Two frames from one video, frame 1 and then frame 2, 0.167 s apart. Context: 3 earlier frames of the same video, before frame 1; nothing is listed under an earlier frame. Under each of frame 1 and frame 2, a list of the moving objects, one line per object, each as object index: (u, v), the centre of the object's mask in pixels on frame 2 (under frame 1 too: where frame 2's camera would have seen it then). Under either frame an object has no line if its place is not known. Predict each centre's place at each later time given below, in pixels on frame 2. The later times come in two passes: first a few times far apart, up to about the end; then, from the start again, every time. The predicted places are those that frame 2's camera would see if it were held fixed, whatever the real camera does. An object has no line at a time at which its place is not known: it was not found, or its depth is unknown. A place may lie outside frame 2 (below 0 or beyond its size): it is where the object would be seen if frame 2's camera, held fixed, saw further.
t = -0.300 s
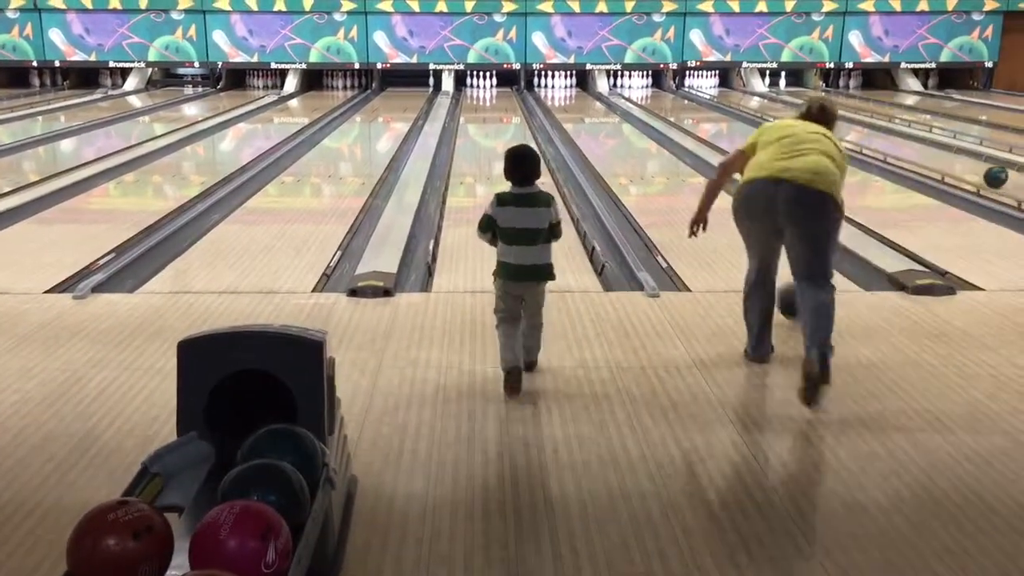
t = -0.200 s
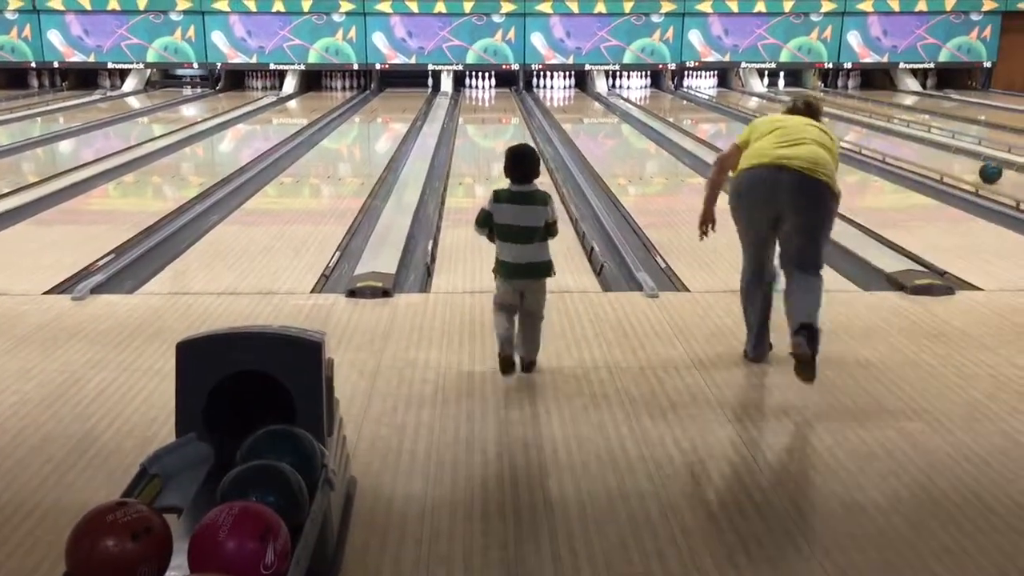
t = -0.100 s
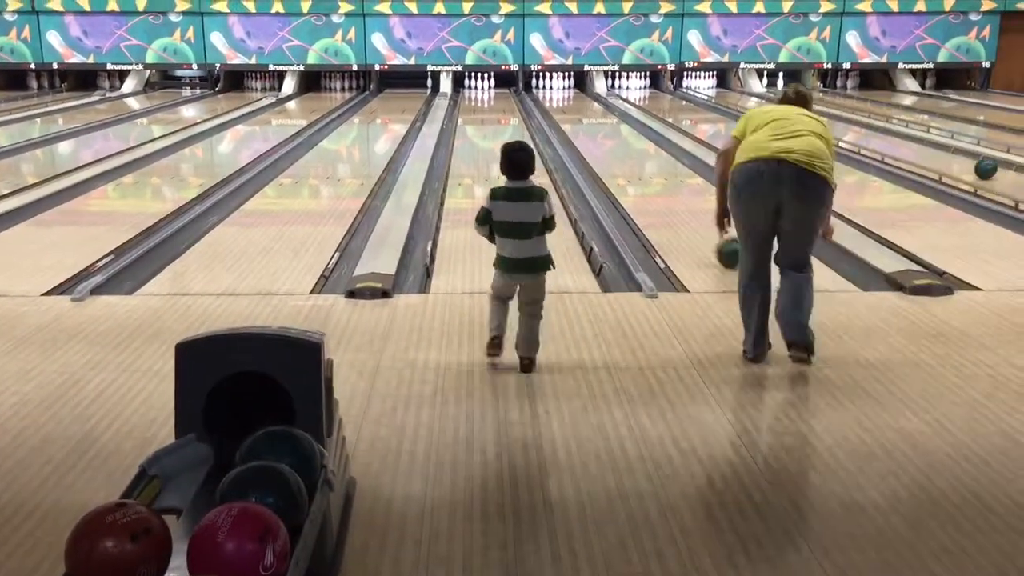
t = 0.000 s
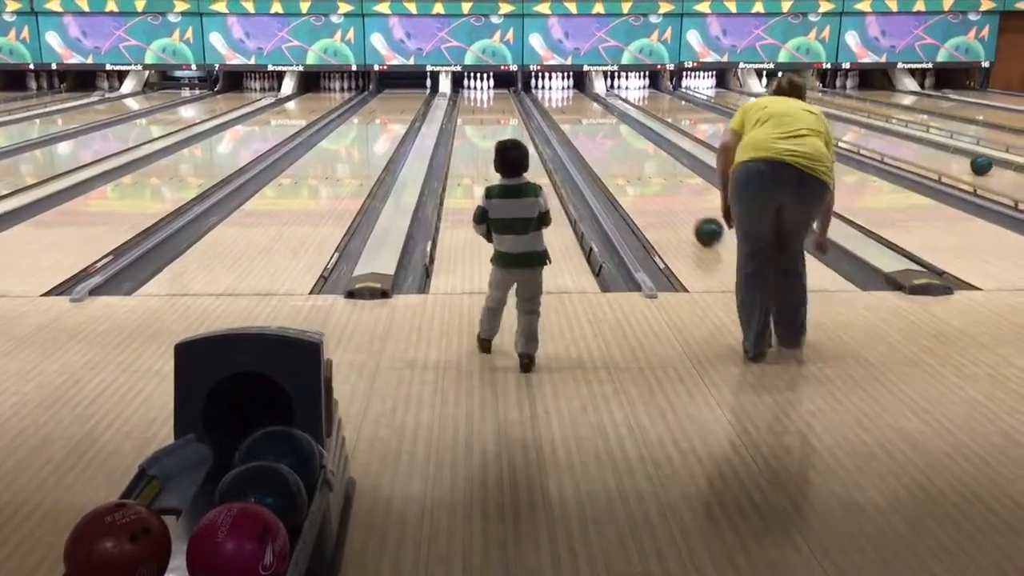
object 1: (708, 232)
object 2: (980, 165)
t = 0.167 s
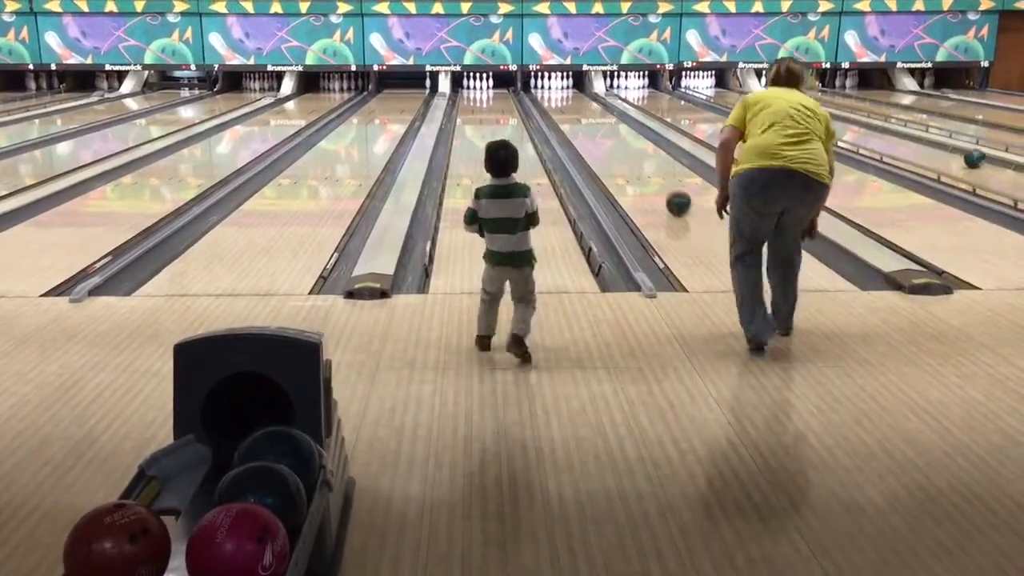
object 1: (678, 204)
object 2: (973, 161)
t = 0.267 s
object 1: (664, 191)
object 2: (971, 156)
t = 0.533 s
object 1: (634, 163)
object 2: (960, 148)
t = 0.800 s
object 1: (613, 143)
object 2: (926, 142)
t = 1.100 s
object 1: (595, 127)
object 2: (895, 137)
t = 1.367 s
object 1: (582, 115)
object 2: (871, 133)
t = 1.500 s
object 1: (577, 110)
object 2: (860, 130)
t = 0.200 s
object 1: (673, 199)
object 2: (972, 160)
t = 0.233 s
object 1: (669, 195)
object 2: (972, 157)
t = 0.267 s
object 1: (664, 191)
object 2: (971, 156)
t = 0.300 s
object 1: (660, 187)
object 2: (970, 155)
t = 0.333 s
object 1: (656, 183)
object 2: (969, 154)
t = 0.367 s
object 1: (652, 179)
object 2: (968, 153)
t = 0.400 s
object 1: (648, 176)
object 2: (967, 152)
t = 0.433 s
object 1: (644, 172)
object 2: (966, 151)
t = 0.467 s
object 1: (641, 170)
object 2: (965, 150)
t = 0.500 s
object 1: (637, 166)
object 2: (963, 149)
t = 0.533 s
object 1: (634, 163)
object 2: (960, 148)
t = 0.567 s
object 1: (631, 160)
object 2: (956, 147)
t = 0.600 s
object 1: (628, 158)
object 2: (951, 147)
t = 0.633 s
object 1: (626, 155)
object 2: (947, 146)
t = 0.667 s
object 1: (623, 152)
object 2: (943, 145)
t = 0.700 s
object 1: (620, 150)
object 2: (938, 144)
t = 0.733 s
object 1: (618, 148)
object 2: (934, 144)
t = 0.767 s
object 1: (615, 145)
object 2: (931, 143)
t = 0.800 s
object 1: (613, 143)
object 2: (926, 142)
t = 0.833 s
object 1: (611, 141)
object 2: (923, 142)
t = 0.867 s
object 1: (609, 139)
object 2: (919, 141)
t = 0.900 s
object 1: (607, 137)
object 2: (915, 140)
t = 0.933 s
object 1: (604, 135)
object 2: (912, 139)
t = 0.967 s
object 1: (603, 133)
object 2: (908, 139)
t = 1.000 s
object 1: (601, 131)
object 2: (905, 138)
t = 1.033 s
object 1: (599, 130)
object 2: (902, 138)
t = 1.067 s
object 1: (597, 128)
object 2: (898, 137)
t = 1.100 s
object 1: (595, 127)
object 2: (895, 137)
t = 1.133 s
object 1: (593, 125)
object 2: (892, 136)
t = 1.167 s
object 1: (592, 123)
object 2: (889, 136)
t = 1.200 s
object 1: (590, 122)
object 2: (886, 135)
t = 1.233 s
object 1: (588, 121)
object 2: (883, 135)
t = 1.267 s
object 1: (587, 119)
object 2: (880, 134)
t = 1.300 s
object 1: (585, 118)
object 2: (877, 134)
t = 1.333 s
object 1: (584, 117)
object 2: (874, 134)
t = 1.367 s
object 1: (582, 115)
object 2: (871, 133)
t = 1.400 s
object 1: (581, 114)
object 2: (869, 132)
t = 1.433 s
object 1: (580, 113)
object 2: (866, 131)
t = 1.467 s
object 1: (579, 112)
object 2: (863, 131)
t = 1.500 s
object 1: (577, 110)
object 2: (860, 130)
